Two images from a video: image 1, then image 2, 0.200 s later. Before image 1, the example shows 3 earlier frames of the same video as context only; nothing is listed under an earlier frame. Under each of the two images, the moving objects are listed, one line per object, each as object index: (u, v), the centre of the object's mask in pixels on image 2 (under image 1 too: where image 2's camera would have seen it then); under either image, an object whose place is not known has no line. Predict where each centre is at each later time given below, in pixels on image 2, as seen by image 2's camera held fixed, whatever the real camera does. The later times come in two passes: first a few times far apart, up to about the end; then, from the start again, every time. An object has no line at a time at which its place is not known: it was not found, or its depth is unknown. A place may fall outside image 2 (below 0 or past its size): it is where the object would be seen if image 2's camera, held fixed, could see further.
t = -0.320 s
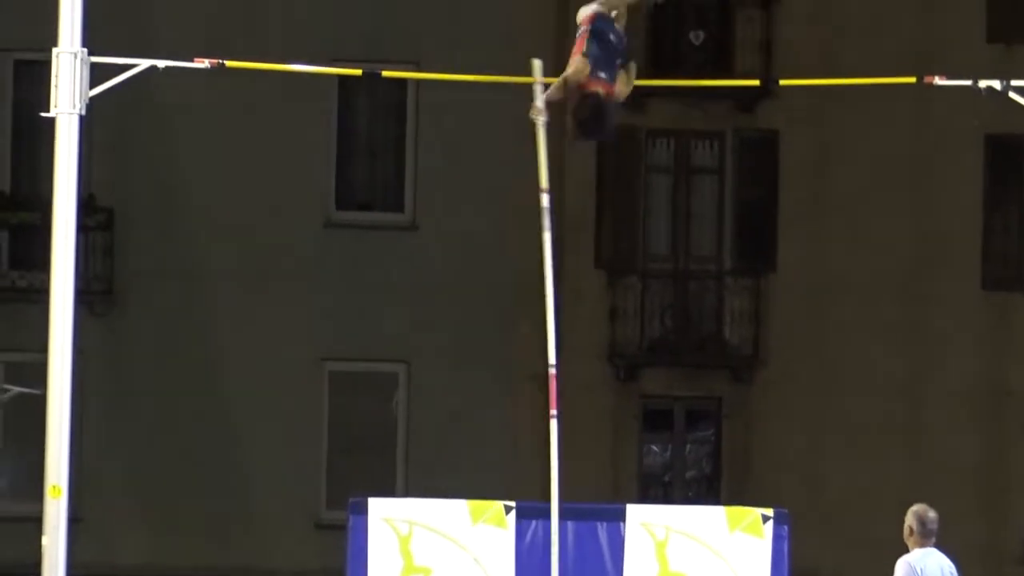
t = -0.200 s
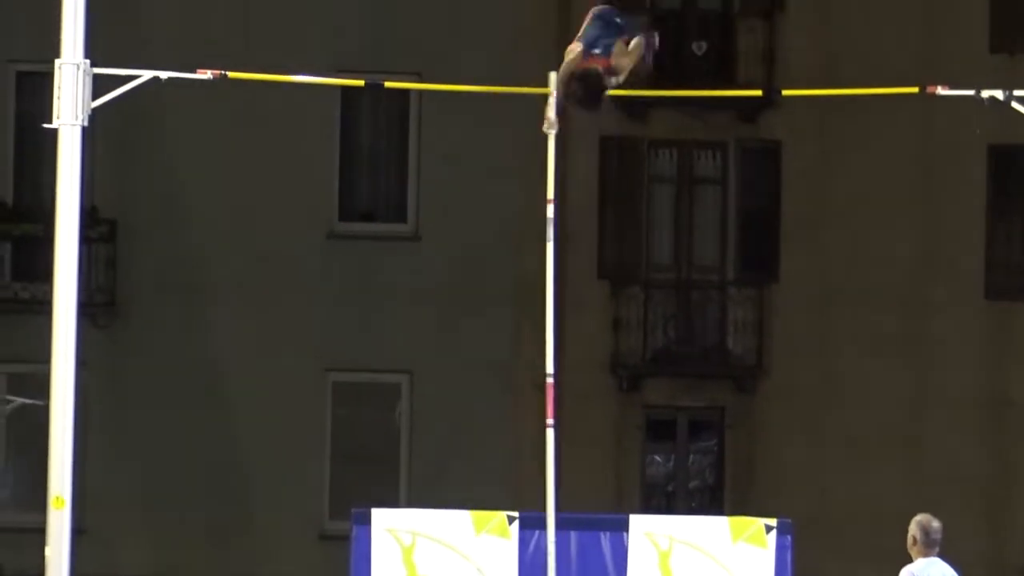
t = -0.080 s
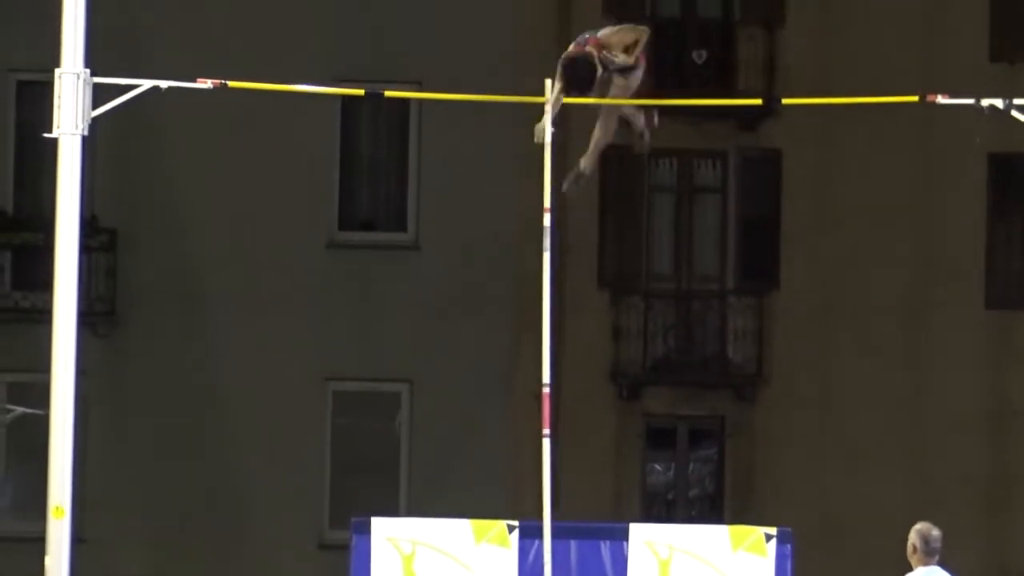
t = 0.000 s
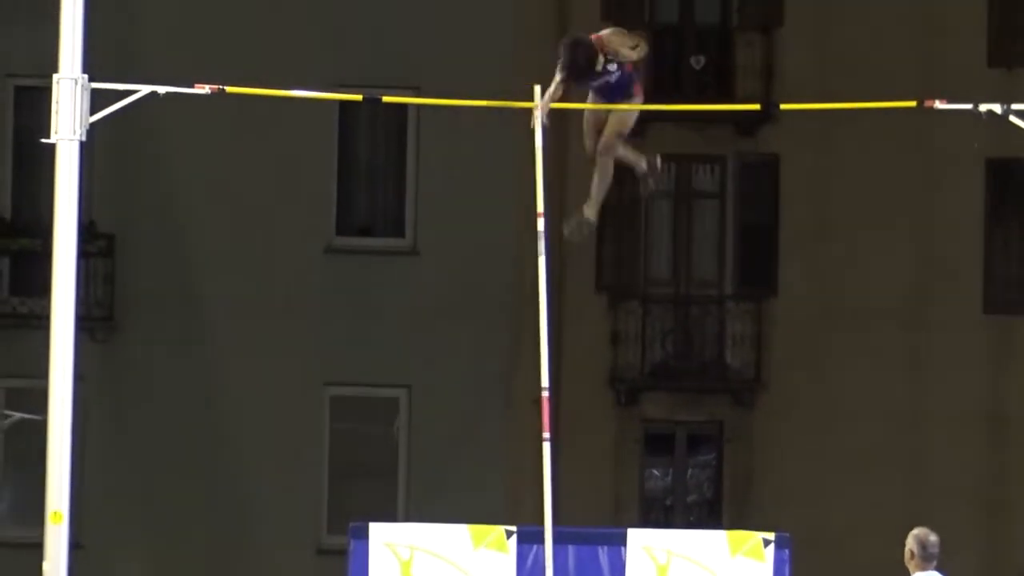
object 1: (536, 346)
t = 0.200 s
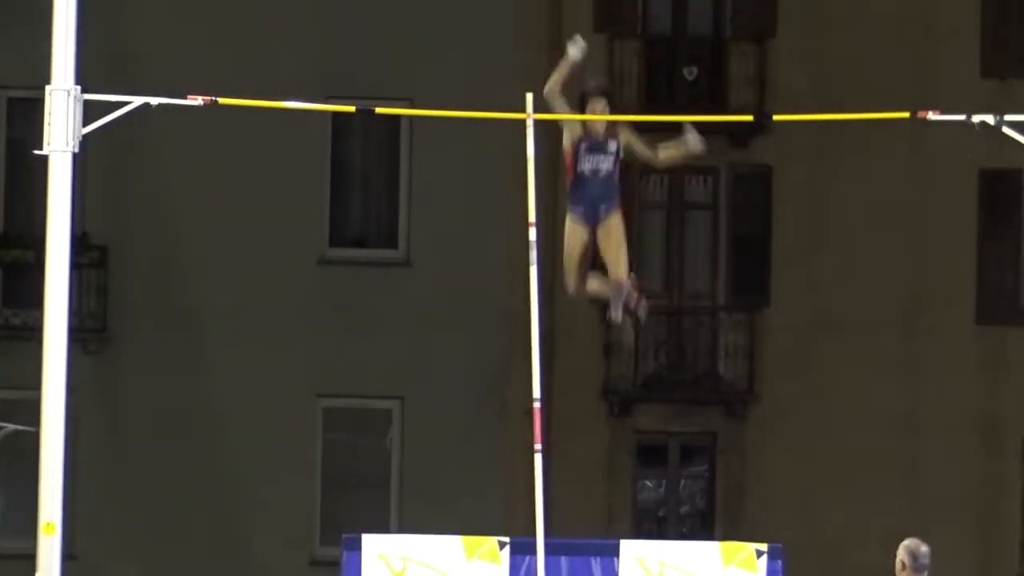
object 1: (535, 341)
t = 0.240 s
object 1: (535, 337)
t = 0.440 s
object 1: (530, 330)
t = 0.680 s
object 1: (517, 330)
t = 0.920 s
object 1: (491, 329)
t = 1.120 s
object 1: (461, 335)
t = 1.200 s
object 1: (445, 336)
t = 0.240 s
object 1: (535, 337)
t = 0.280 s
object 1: (535, 335)
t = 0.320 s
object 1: (534, 337)
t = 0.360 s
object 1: (533, 337)
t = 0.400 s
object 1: (532, 338)
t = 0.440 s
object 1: (530, 330)
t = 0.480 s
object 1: (528, 333)
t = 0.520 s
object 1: (527, 334)
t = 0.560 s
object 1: (525, 333)
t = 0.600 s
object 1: (522, 332)
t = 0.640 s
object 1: (520, 334)
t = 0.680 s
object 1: (517, 330)
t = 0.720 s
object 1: (513, 330)
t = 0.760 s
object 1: (509, 329)
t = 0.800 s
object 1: (505, 331)
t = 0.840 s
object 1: (501, 333)
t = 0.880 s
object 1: (497, 333)
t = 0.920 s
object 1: (491, 329)
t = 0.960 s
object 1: (487, 328)
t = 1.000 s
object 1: (482, 334)
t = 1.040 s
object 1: (475, 333)
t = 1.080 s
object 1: (468, 333)
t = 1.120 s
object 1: (461, 335)
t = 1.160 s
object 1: (454, 340)
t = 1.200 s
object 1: (445, 336)
